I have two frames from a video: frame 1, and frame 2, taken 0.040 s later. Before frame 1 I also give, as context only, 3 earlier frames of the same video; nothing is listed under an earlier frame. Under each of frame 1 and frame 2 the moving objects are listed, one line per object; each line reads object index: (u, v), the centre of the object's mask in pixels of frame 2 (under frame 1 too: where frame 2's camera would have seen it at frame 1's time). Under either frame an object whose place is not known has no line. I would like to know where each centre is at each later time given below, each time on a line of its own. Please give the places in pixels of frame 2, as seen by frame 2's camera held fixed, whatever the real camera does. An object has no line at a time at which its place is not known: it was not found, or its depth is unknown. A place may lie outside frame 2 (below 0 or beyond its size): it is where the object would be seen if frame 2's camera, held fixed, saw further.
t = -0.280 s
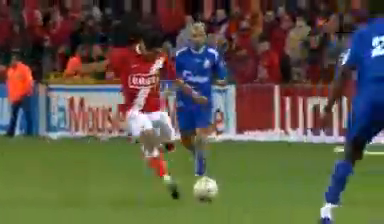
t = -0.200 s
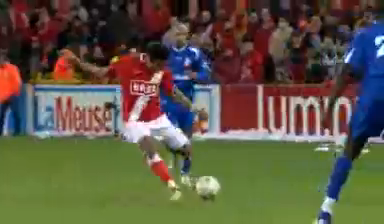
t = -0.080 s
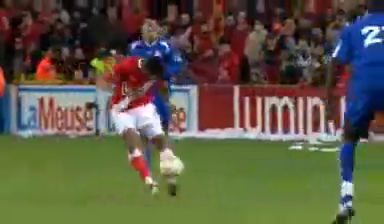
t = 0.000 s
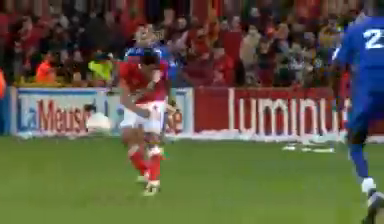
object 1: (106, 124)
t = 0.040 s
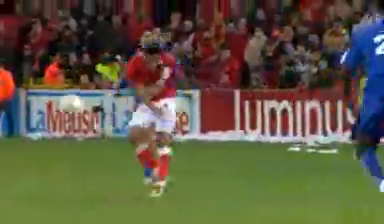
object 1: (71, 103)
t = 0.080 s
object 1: (34, 85)
